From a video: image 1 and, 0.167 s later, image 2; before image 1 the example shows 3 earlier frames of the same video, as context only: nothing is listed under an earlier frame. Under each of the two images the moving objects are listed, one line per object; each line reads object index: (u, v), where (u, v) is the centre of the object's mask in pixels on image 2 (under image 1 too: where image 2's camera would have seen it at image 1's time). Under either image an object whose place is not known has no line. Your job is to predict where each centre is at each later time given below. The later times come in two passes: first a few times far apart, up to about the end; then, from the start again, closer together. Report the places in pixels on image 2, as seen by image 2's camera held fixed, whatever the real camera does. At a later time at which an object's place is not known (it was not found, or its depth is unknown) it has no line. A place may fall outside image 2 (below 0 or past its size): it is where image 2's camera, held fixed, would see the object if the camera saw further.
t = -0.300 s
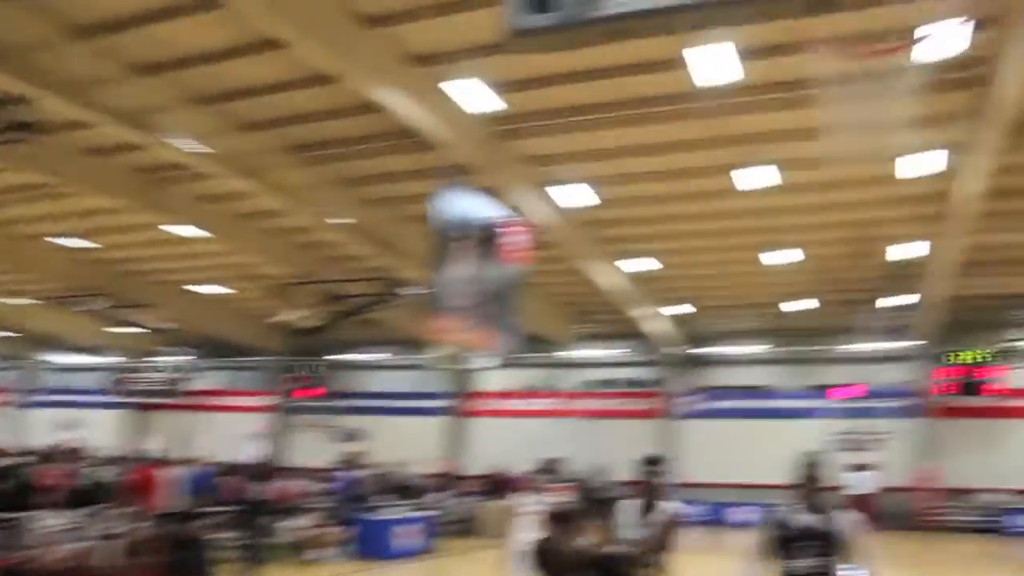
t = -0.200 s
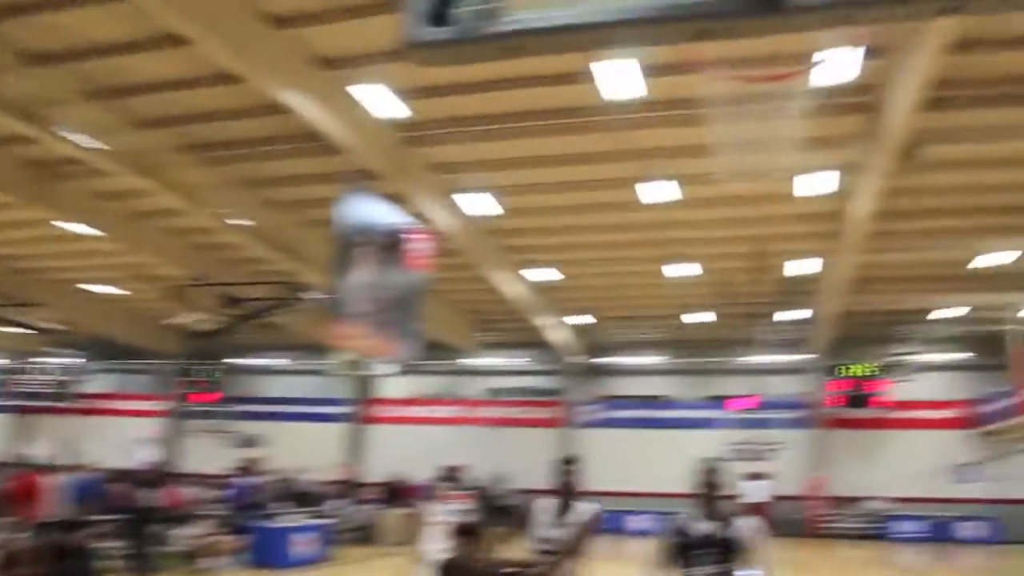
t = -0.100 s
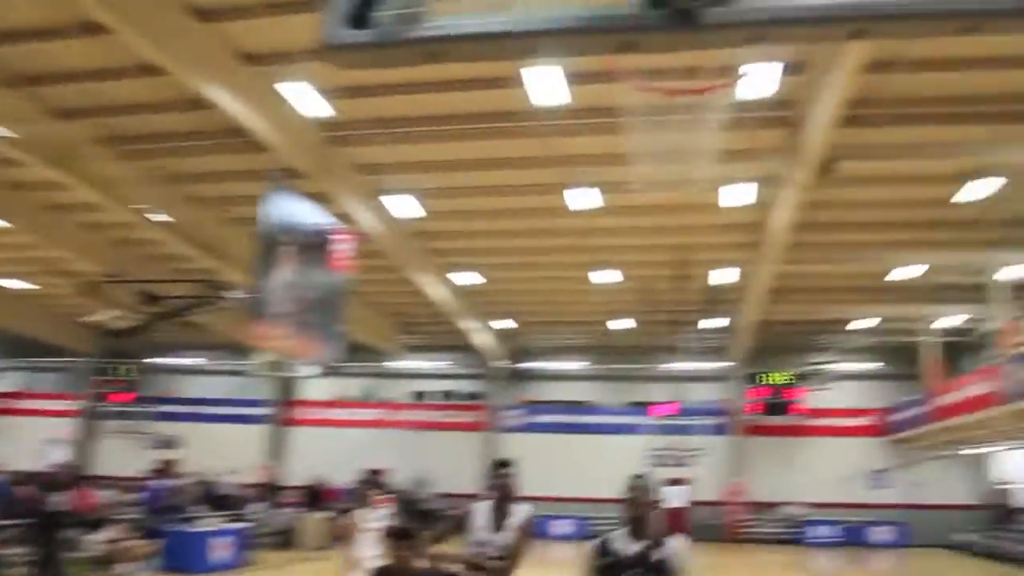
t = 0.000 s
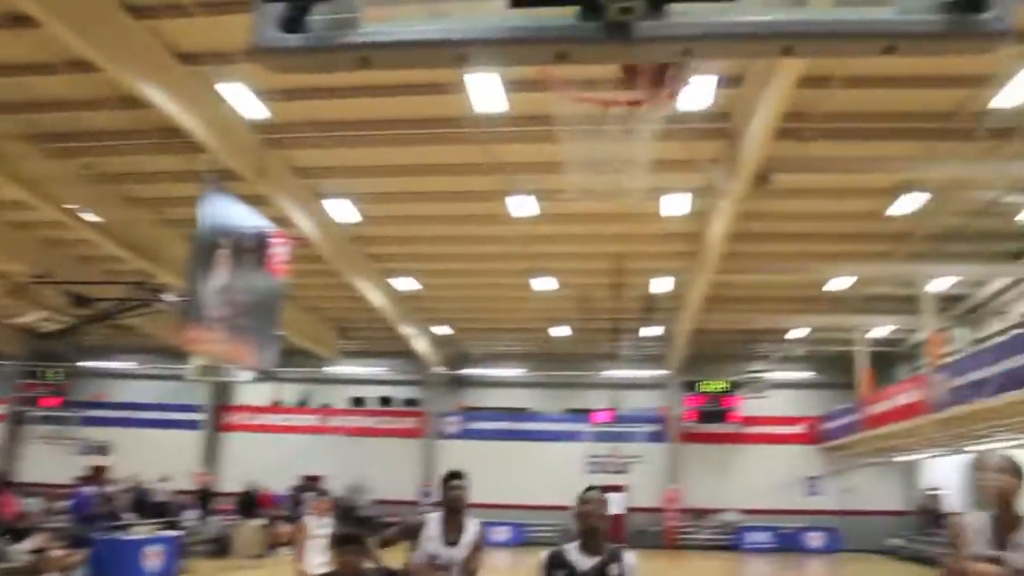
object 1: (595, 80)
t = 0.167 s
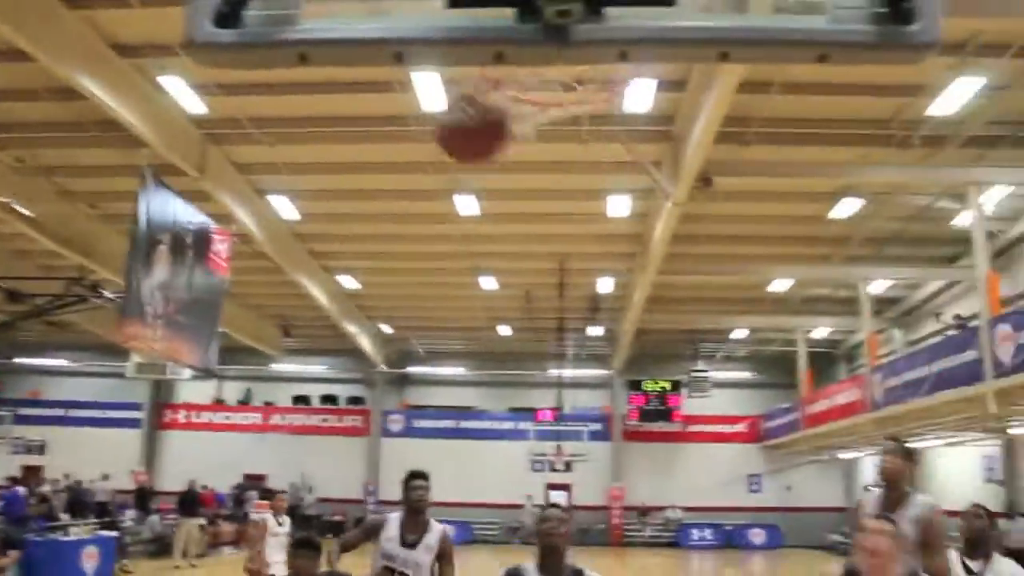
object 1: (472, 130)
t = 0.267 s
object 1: (449, 121)
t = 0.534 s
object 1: (383, 241)
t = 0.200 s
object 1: (464, 121)
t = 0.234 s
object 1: (457, 118)
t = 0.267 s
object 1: (449, 121)
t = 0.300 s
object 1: (442, 123)
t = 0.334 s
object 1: (434, 129)
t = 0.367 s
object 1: (426, 140)
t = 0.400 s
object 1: (418, 153)
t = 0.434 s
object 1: (409, 169)
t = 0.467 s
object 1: (401, 189)
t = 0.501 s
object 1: (391, 213)
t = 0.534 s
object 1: (383, 241)
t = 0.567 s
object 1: (373, 273)
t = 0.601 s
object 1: (368, 312)
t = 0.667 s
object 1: (351, 396)
